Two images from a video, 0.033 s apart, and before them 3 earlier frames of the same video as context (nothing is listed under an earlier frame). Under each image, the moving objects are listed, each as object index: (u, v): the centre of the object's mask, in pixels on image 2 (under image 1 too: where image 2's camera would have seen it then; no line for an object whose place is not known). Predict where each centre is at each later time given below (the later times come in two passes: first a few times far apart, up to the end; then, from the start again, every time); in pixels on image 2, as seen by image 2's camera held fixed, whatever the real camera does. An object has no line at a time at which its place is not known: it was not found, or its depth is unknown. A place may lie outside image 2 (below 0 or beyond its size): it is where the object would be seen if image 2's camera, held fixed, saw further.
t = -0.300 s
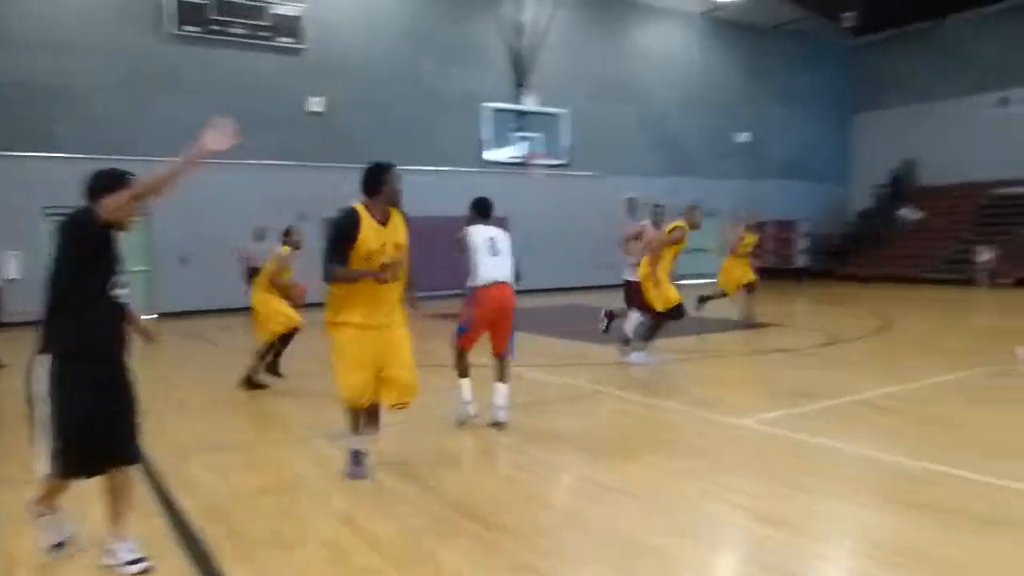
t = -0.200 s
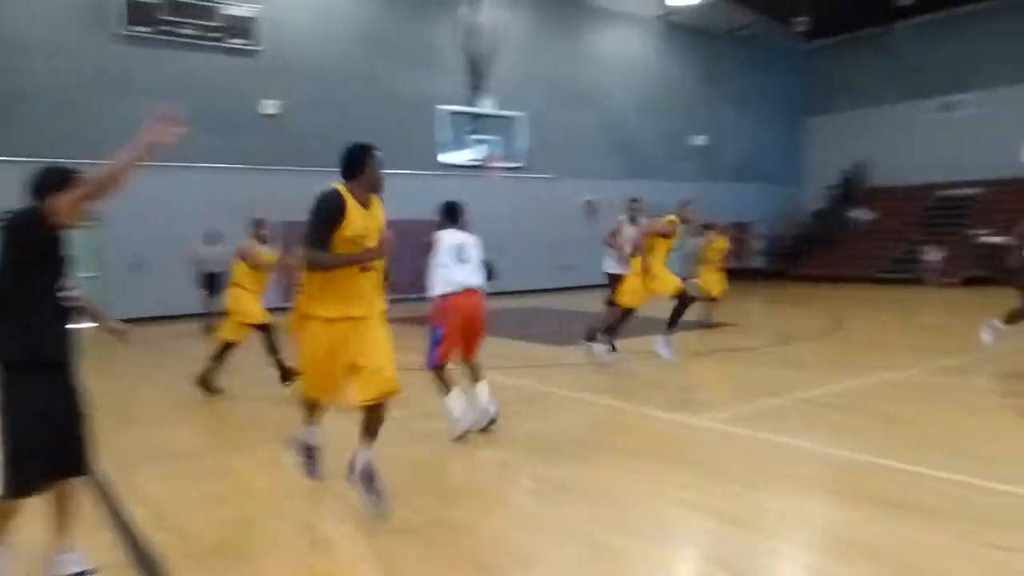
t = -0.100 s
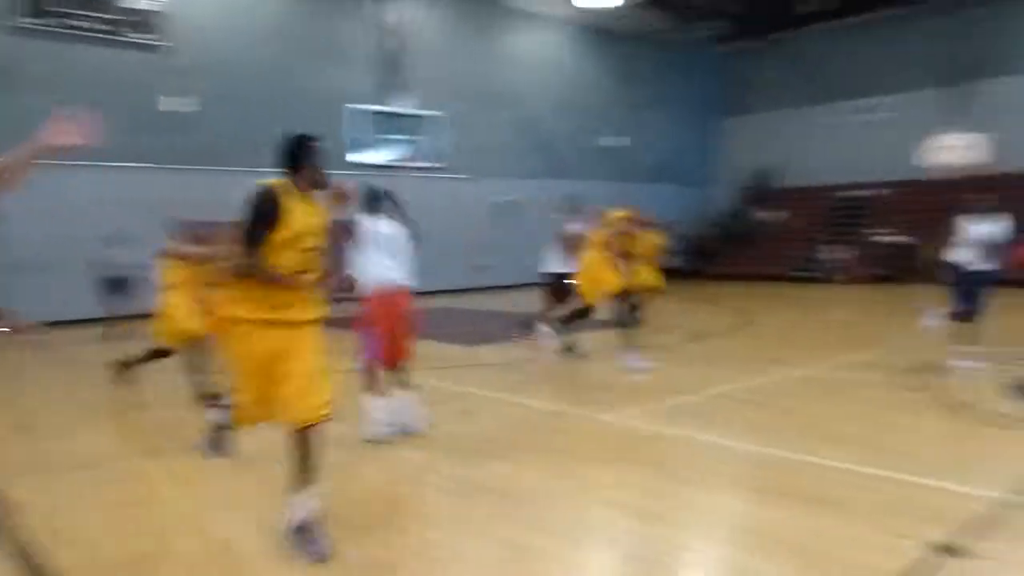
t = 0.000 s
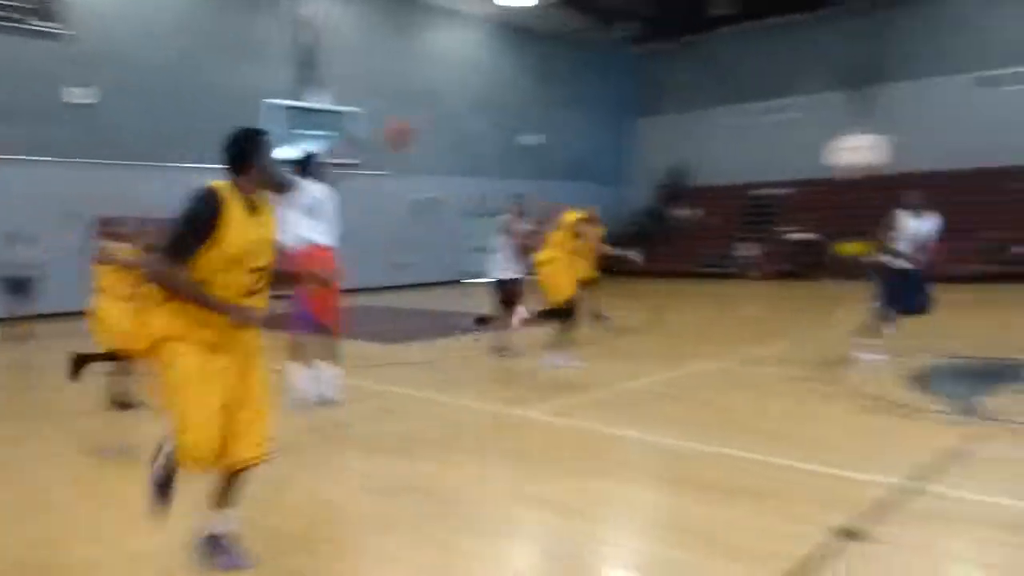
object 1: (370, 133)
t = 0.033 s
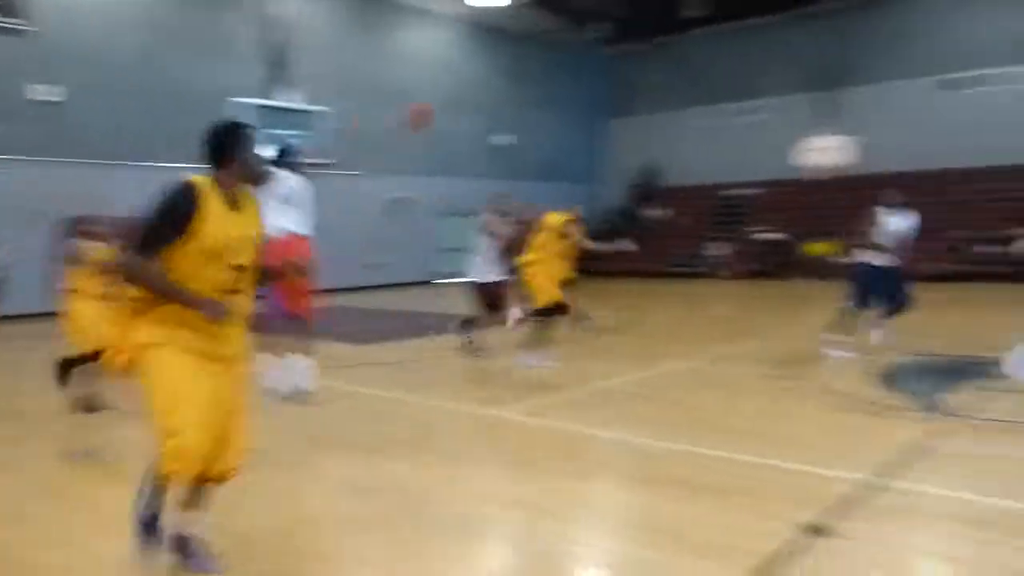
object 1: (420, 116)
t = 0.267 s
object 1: (782, 12)
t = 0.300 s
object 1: (833, 2)
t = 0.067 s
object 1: (471, 96)
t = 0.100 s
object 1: (522, 78)
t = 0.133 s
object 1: (573, 62)
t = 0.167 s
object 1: (625, 49)
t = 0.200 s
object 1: (676, 36)
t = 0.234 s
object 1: (729, 23)
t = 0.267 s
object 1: (782, 12)
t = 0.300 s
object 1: (833, 2)
